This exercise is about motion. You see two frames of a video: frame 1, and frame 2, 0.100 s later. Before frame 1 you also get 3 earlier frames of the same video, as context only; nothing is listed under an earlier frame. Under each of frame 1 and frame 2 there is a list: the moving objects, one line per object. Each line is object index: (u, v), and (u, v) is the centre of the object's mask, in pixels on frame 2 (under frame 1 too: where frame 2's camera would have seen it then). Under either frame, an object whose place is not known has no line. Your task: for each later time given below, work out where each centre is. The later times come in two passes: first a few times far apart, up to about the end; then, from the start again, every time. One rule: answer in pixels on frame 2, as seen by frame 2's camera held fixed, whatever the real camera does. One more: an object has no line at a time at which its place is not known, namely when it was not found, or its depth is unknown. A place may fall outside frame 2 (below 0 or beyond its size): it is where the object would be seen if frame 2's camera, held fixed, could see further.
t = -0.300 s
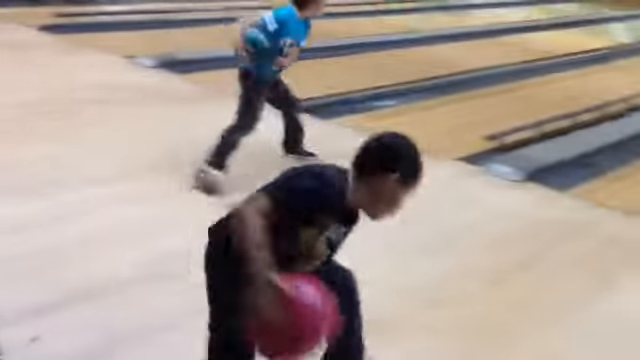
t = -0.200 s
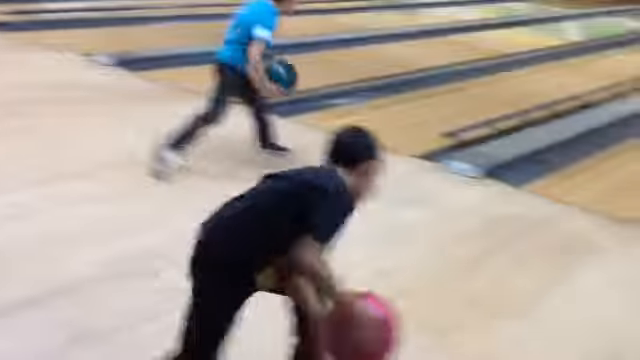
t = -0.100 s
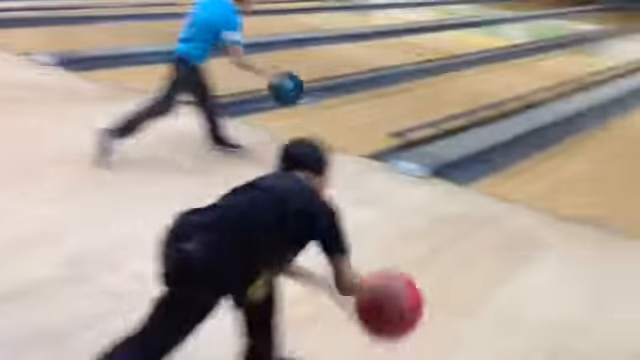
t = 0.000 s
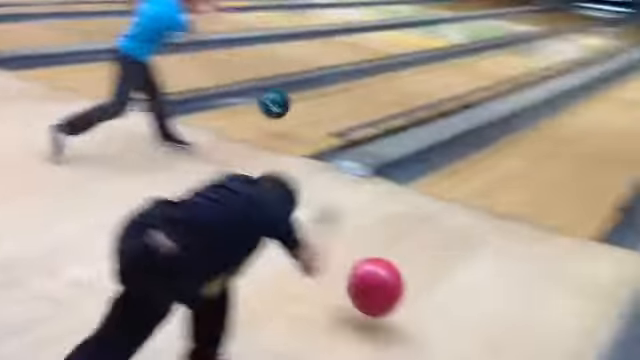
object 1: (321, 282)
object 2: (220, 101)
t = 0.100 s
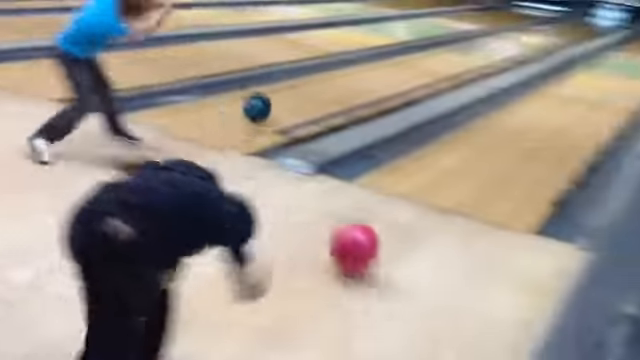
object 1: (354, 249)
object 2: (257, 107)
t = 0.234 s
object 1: (384, 214)
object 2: (297, 97)
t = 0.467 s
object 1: (419, 167)
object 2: (352, 80)
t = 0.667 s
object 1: (441, 139)
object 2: (389, 68)
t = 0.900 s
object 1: (466, 117)
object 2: (421, 58)
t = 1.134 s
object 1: (505, 106)
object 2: (448, 50)
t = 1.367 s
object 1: (536, 96)
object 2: (468, 42)
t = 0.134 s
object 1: (363, 238)
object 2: (268, 102)
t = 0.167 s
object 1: (370, 231)
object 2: (279, 99)
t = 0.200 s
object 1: (377, 222)
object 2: (288, 97)
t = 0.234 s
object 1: (384, 214)
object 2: (297, 97)
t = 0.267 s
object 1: (390, 205)
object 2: (307, 94)
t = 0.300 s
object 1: (395, 198)
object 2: (315, 92)
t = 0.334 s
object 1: (400, 191)
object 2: (322, 90)
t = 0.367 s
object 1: (406, 185)
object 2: (331, 87)
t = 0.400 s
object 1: (410, 178)
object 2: (338, 85)
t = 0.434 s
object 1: (414, 173)
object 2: (345, 83)
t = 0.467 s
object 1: (419, 167)
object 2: (352, 80)
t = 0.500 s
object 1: (423, 162)
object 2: (358, 78)
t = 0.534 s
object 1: (427, 156)
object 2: (365, 76)
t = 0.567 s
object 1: (431, 153)
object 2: (371, 74)
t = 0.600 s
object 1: (435, 147)
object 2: (378, 72)
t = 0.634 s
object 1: (438, 143)
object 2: (383, 70)
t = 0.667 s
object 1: (441, 139)
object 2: (389, 68)
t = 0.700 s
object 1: (444, 136)
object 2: (393, 67)
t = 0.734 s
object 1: (446, 132)
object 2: (398, 65)
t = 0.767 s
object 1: (449, 128)
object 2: (403, 64)
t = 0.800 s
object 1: (452, 125)
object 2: (408, 63)
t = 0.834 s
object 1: (455, 121)
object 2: (412, 60)
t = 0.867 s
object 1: (460, 119)
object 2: (417, 59)
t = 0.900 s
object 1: (466, 117)
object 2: (421, 58)
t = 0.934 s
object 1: (470, 115)
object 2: (426, 57)
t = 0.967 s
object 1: (478, 113)
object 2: (429, 56)
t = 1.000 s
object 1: (485, 112)
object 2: (433, 55)
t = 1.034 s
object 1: (490, 110)
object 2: (437, 54)
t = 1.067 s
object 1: (496, 108)
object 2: (441, 53)
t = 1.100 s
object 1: (500, 107)
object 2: (444, 51)
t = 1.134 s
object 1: (505, 106)
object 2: (448, 50)
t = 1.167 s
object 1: (510, 104)
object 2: (451, 49)
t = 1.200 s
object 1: (516, 103)
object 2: (455, 48)
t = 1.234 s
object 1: (520, 102)
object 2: (458, 47)
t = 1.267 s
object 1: (523, 100)
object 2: (460, 45)
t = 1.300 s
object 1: (527, 99)
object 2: (463, 44)
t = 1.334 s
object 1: (532, 98)
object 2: (466, 43)
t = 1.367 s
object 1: (536, 96)
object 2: (468, 42)
